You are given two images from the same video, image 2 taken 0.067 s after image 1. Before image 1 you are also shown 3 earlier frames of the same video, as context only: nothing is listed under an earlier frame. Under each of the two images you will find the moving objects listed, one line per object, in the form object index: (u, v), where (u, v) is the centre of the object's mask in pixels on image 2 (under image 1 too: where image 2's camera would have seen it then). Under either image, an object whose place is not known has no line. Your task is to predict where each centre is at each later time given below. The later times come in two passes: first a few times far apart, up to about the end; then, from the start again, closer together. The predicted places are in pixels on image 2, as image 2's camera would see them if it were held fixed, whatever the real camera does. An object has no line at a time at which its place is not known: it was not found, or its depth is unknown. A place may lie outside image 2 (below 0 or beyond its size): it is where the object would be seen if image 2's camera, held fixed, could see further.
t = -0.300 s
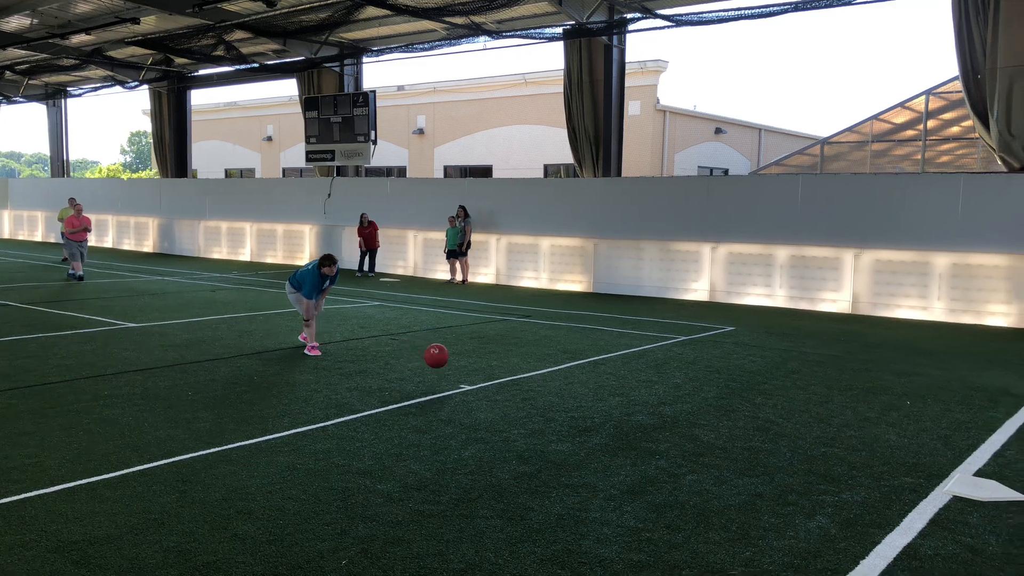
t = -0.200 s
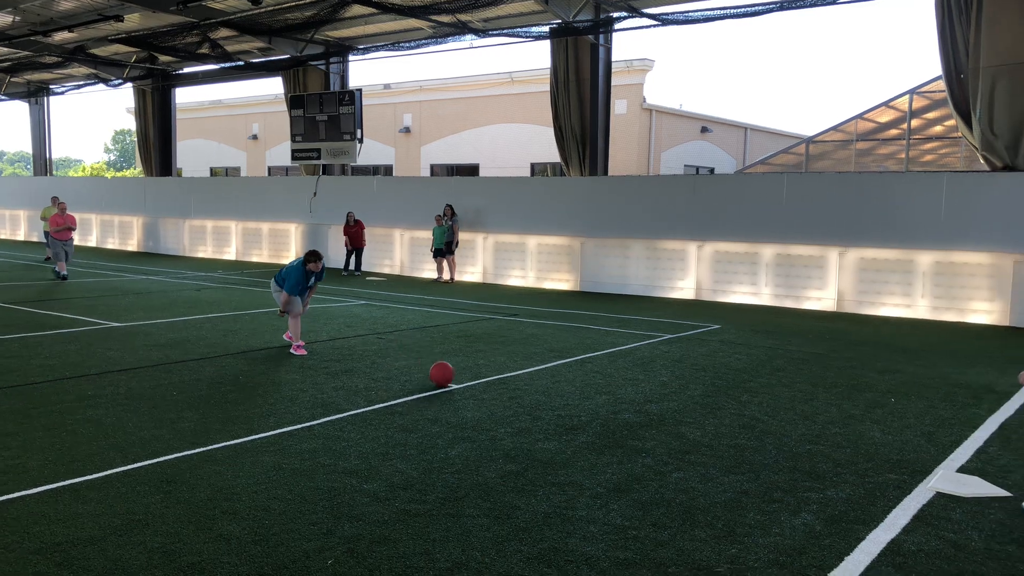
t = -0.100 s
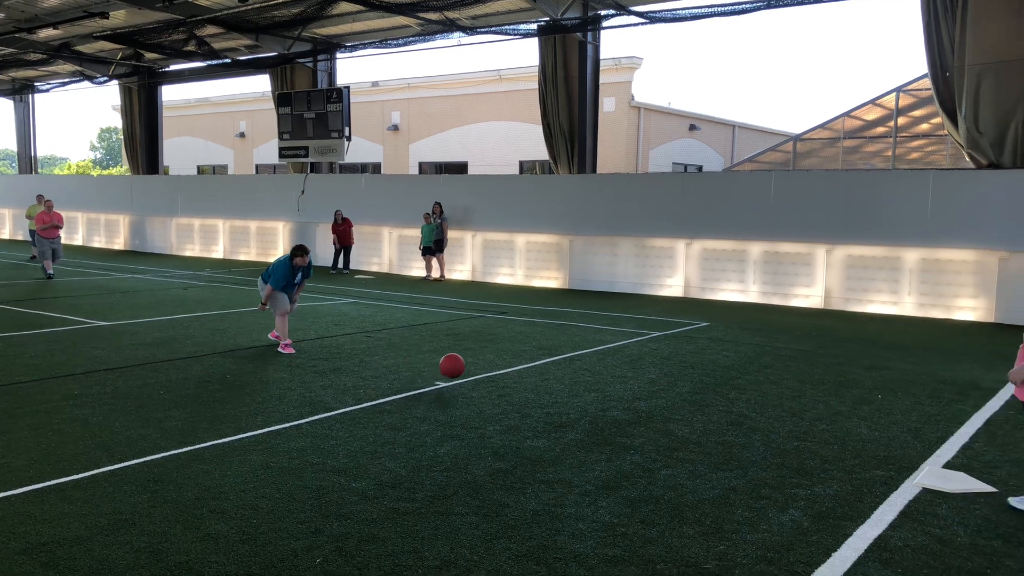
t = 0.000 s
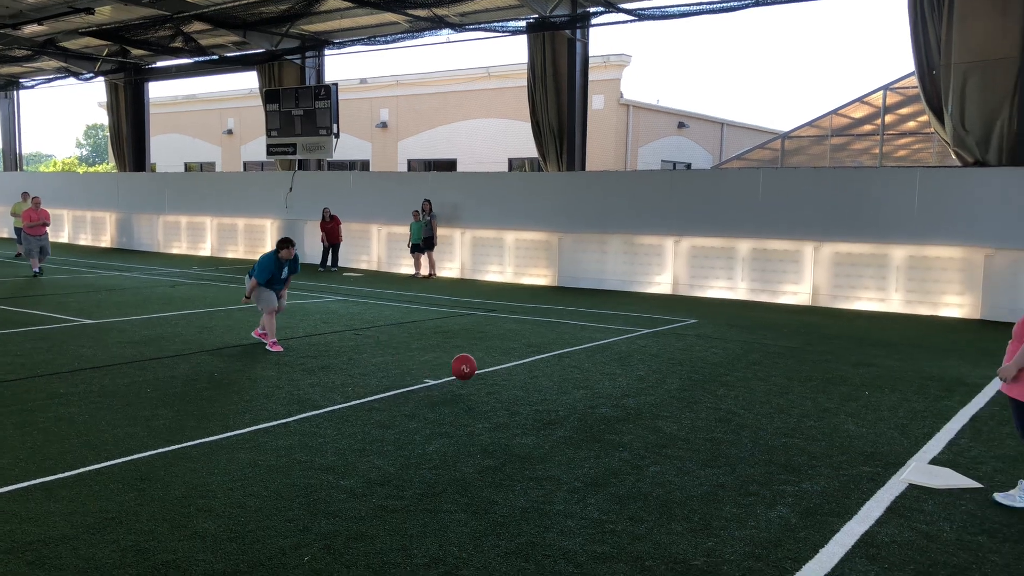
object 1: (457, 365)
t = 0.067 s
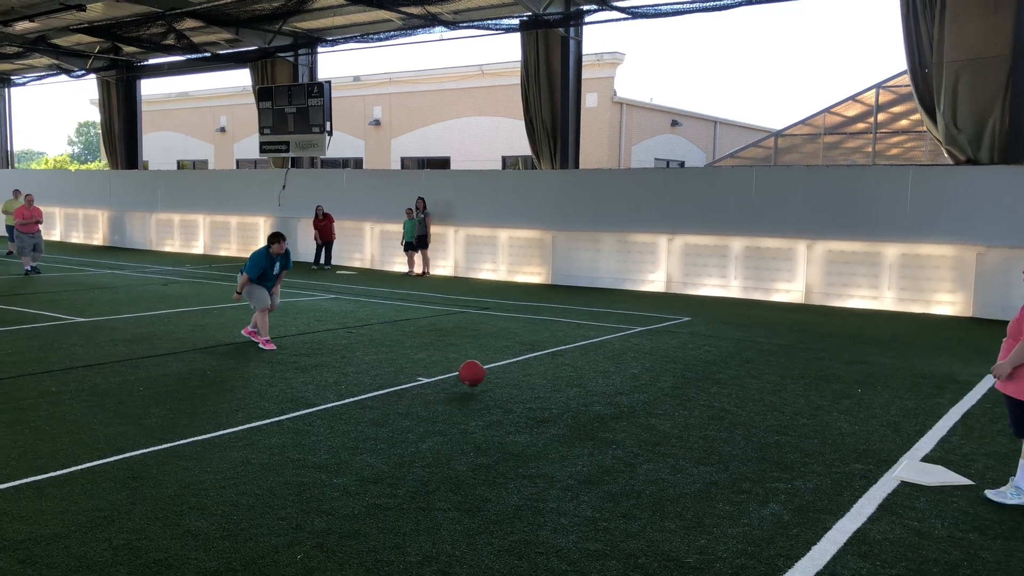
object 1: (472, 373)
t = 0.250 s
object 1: (515, 379)
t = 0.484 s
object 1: (572, 392)
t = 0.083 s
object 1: (475, 376)
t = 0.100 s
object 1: (479, 380)
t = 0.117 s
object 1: (483, 381)
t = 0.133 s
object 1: (487, 379)
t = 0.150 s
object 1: (491, 378)
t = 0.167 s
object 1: (495, 377)
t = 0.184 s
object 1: (499, 377)
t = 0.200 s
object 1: (503, 377)
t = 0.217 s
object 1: (507, 377)
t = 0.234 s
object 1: (510, 378)
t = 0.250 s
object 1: (515, 379)
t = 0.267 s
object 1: (519, 381)
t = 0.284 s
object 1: (523, 382)
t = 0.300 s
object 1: (526, 385)
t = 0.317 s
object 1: (531, 387)
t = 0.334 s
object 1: (535, 388)
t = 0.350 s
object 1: (538, 388)
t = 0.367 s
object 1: (543, 387)
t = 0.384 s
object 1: (547, 387)
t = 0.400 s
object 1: (551, 387)
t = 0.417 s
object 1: (555, 387)
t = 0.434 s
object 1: (560, 388)
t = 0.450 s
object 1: (564, 389)
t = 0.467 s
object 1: (568, 390)
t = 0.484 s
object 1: (572, 392)
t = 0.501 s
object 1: (577, 395)
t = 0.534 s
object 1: (585, 396)
